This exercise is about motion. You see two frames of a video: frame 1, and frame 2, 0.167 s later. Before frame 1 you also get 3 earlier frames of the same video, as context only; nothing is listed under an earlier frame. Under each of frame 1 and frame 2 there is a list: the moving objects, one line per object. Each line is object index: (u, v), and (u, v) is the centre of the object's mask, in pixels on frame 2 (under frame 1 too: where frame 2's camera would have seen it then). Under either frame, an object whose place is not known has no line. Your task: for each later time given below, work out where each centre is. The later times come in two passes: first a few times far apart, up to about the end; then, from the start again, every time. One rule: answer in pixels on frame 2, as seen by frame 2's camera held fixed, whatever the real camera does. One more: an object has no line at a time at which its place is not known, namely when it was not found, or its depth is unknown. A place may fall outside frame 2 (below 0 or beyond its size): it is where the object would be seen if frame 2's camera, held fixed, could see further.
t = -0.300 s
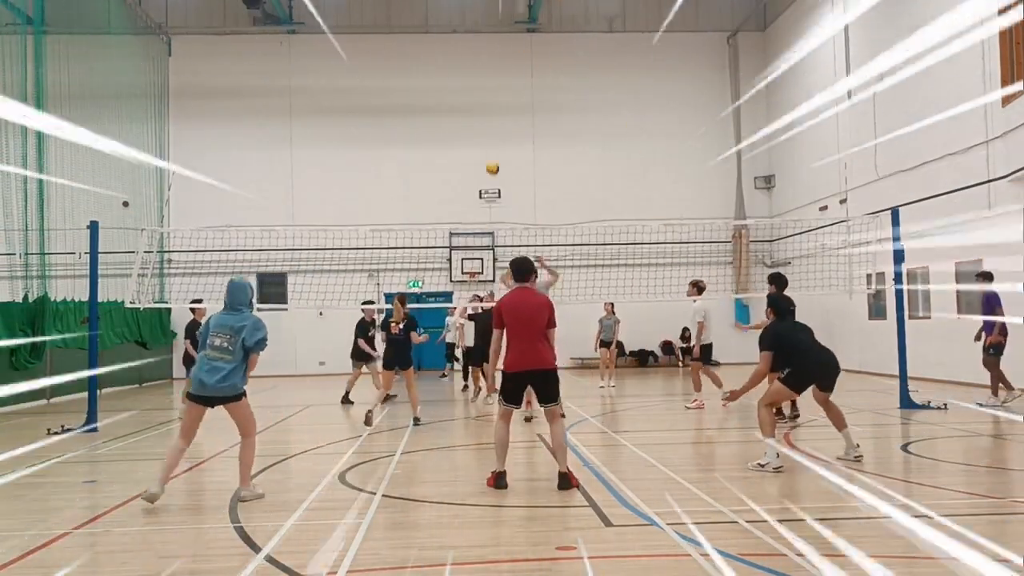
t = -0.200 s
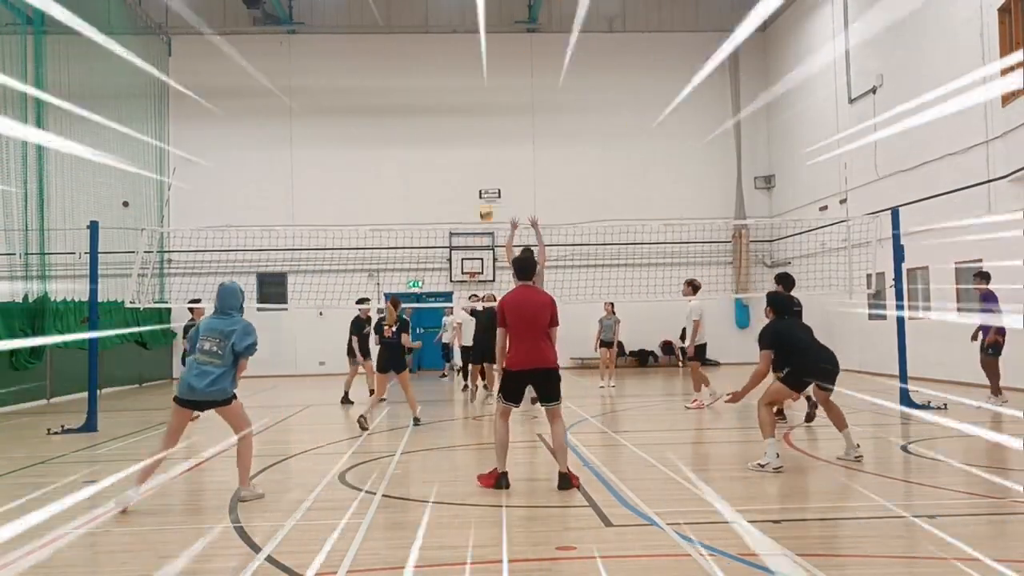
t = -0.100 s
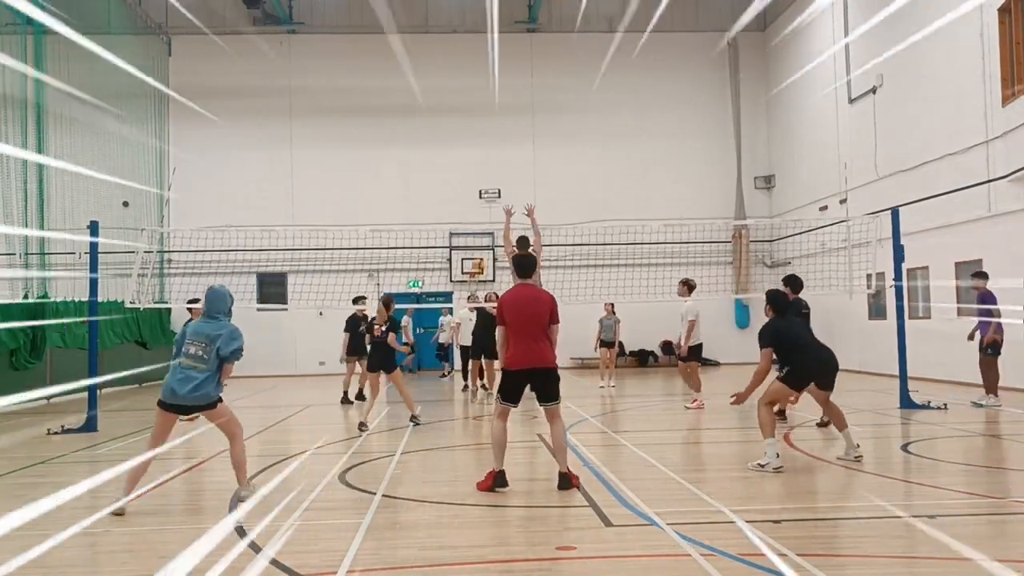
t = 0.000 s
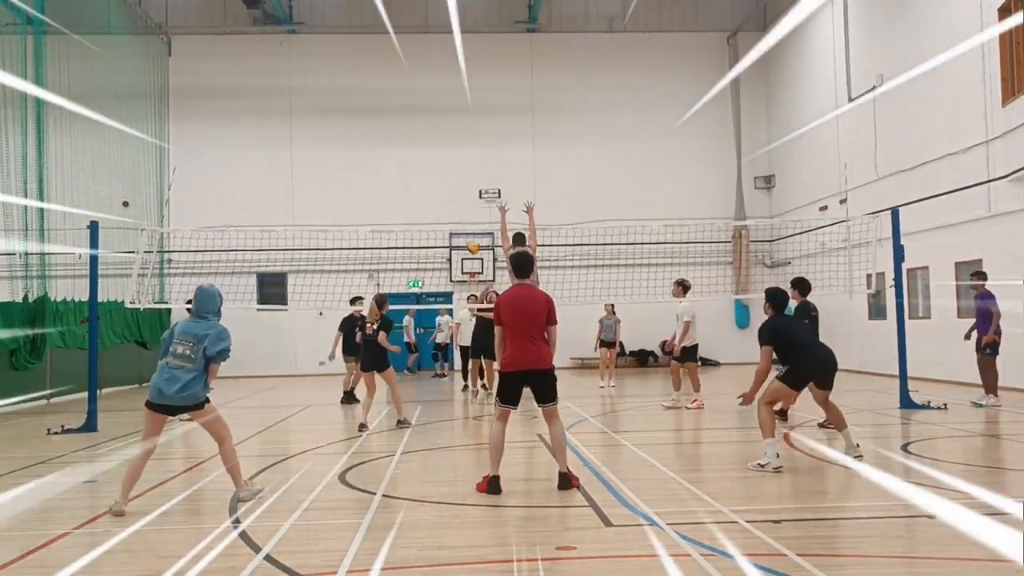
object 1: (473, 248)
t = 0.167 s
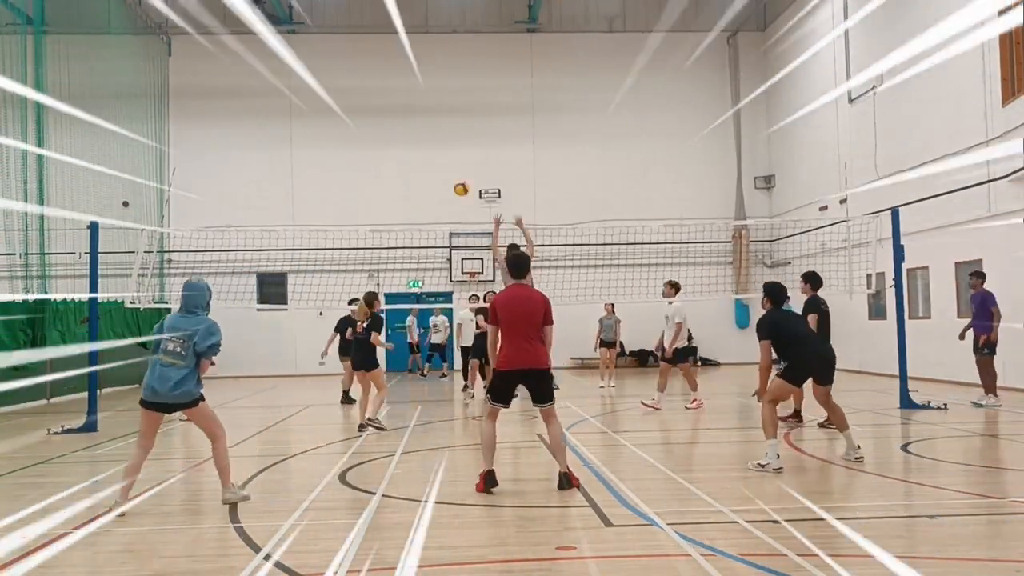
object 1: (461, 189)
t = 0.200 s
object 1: (459, 178)
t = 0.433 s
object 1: (437, 118)
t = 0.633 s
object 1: (411, 99)
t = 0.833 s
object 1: (376, 123)
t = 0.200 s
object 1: (459, 178)
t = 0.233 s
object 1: (456, 168)
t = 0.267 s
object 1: (453, 158)
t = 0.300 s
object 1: (450, 150)
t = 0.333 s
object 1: (447, 141)
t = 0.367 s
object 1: (443, 133)
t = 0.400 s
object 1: (439, 125)
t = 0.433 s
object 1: (437, 118)
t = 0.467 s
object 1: (432, 113)
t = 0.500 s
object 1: (429, 107)
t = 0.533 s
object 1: (424, 103)
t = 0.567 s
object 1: (420, 101)
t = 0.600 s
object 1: (416, 99)
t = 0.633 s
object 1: (411, 99)
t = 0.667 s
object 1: (405, 98)
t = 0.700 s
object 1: (401, 100)
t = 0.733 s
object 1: (396, 103)
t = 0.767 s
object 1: (389, 107)
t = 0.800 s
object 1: (382, 115)
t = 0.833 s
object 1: (376, 123)
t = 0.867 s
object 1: (370, 133)
